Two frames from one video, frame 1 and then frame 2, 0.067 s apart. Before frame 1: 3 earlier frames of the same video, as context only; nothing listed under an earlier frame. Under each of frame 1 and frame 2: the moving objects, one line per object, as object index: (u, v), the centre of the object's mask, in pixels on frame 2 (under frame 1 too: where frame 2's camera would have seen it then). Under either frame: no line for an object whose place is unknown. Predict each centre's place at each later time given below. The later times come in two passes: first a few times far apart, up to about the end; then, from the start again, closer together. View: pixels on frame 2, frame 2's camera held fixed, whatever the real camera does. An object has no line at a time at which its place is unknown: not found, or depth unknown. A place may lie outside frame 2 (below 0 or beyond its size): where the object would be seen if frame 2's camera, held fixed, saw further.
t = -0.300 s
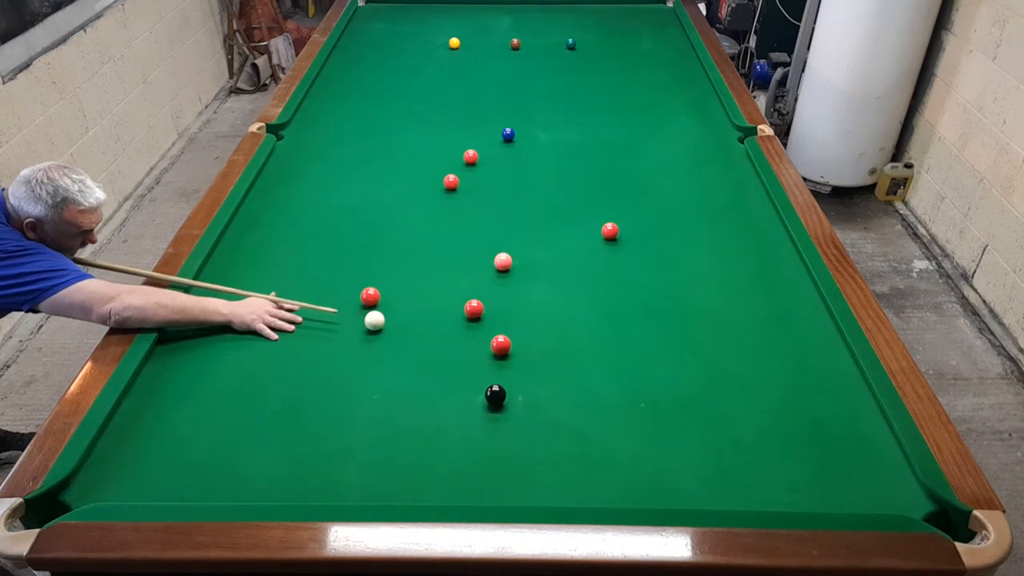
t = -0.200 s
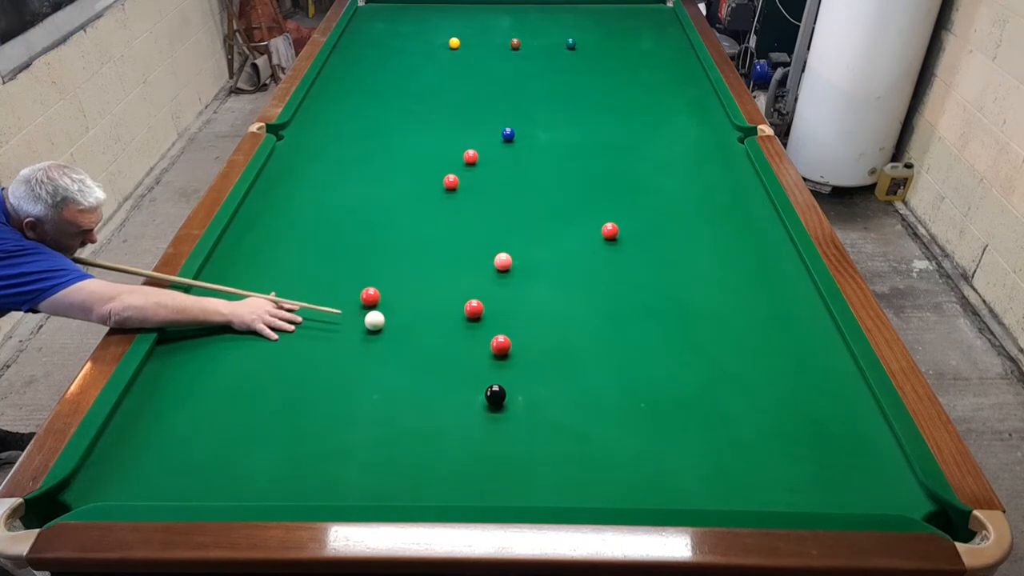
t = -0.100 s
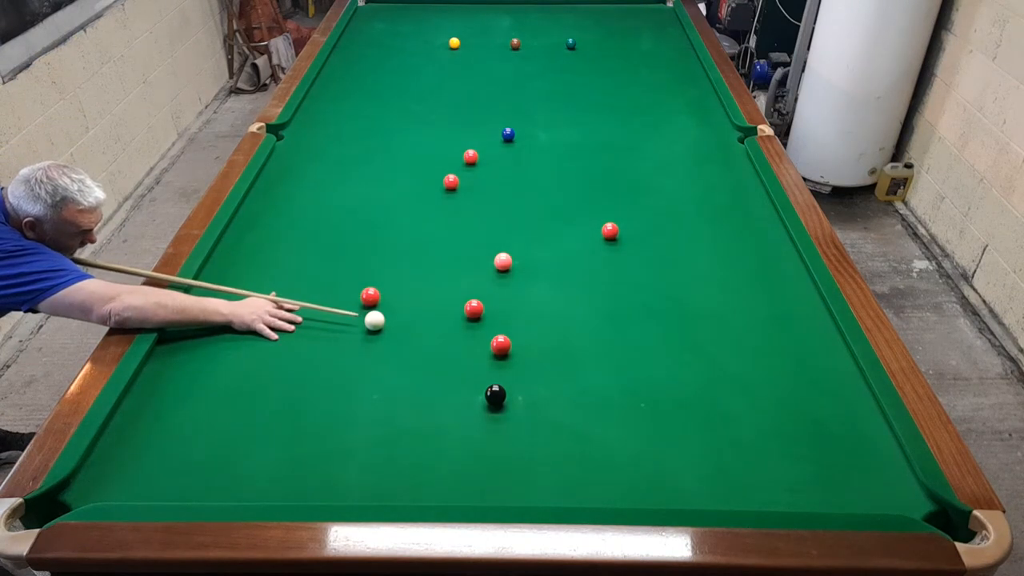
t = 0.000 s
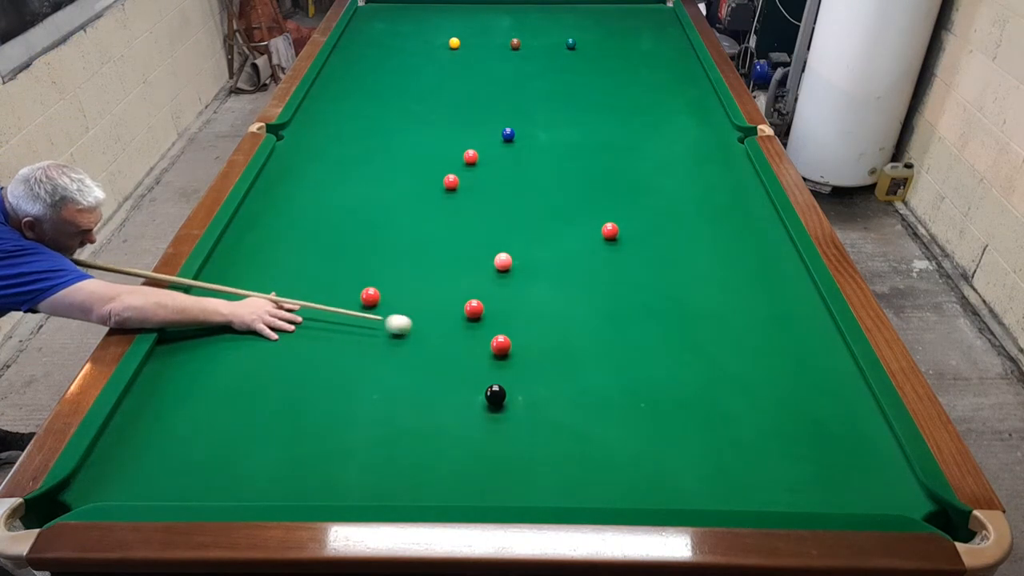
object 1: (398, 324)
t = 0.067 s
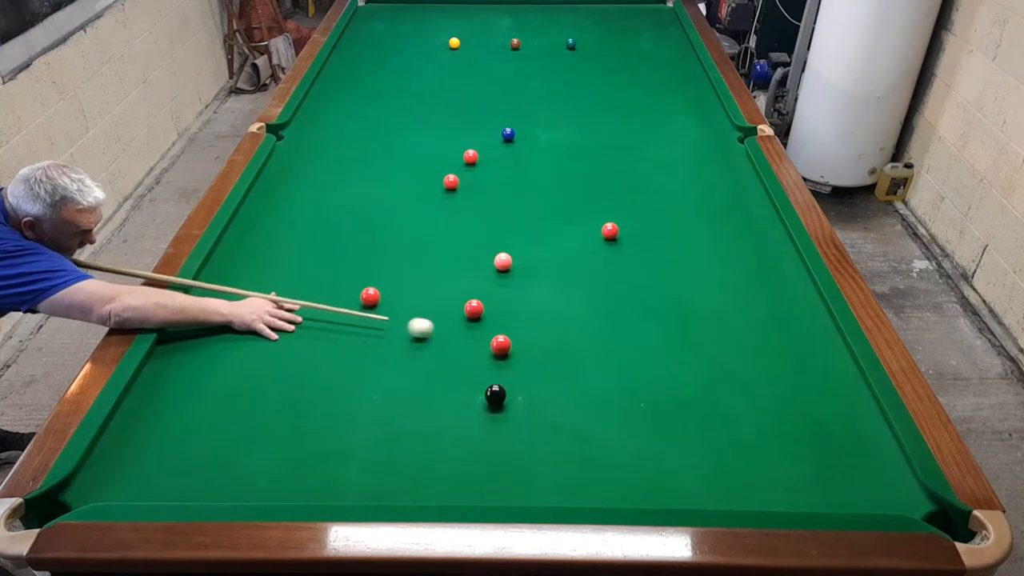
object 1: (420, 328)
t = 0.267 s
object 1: (484, 337)
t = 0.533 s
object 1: (511, 329)
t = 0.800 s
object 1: (538, 322)
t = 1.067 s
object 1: (561, 316)
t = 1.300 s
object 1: (579, 311)
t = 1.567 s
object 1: (597, 307)
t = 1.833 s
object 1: (612, 303)
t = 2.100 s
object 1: (626, 301)
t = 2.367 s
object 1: (636, 300)
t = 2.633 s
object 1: (644, 300)
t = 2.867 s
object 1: (648, 301)
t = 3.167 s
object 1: (651, 302)
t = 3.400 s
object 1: (651, 302)
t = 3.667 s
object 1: (651, 302)
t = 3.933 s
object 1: (651, 302)
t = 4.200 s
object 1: (650, 302)
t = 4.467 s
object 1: (651, 302)
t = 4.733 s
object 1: (651, 302)
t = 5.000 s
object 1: (651, 302)
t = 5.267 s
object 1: (651, 302)
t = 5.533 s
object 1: (651, 302)
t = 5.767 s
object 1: (651, 302)
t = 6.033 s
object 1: (651, 302)
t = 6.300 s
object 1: (651, 302)
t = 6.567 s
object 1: (651, 302)
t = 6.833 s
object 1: (651, 302)
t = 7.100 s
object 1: (651, 302)
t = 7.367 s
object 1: (651, 302)
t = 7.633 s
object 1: (651, 302)
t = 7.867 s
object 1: (651, 302)
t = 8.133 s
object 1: (651, 302)
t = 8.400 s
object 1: (651, 302)
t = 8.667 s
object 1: (651, 302)
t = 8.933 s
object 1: (651, 302)
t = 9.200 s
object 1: (651, 302)
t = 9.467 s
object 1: (651, 302)
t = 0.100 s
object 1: (432, 330)
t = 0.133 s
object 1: (443, 331)
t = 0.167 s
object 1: (454, 333)
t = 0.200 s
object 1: (465, 335)
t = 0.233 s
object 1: (476, 337)
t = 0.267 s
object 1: (484, 337)
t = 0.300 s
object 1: (487, 336)
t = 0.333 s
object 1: (490, 335)
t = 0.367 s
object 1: (493, 333)
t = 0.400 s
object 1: (497, 333)
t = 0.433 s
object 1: (501, 332)
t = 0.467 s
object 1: (504, 331)
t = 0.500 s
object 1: (508, 330)
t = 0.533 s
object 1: (511, 329)
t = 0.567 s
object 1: (515, 328)
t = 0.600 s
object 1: (518, 327)
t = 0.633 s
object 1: (521, 326)
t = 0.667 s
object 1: (525, 325)
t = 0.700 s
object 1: (528, 324)
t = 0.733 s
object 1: (531, 324)
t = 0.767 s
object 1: (534, 323)
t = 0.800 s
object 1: (538, 322)
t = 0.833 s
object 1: (541, 321)
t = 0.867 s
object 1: (544, 320)
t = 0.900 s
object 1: (546, 320)
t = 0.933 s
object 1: (549, 319)
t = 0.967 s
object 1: (552, 318)
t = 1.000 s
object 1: (555, 317)
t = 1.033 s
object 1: (558, 316)
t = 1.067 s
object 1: (561, 316)
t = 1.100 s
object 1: (564, 315)
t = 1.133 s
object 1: (566, 314)
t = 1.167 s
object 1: (569, 314)
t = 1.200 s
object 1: (571, 313)
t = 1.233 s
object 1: (574, 312)
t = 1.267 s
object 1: (576, 312)
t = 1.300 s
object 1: (579, 311)
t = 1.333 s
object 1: (581, 310)
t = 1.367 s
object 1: (583, 310)
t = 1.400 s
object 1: (586, 309)
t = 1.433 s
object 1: (588, 309)
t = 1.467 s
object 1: (590, 308)
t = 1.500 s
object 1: (593, 308)
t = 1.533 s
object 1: (595, 307)
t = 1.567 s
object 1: (597, 307)
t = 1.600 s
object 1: (599, 306)
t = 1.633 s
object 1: (601, 306)
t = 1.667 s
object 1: (603, 305)
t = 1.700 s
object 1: (605, 305)
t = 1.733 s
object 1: (607, 304)
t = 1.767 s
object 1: (609, 304)
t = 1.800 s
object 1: (611, 304)
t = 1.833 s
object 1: (612, 303)
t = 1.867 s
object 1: (614, 303)
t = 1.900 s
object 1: (616, 303)
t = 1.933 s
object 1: (618, 303)
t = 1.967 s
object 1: (619, 302)
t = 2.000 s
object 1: (621, 302)
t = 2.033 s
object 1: (622, 302)
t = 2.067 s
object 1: (624, 302)
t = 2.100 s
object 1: (626, 301)
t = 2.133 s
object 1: (627, 301)
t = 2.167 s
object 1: (628, 301)
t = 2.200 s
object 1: (630, 301)
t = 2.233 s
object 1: (631, 301)
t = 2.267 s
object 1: (632, 301)
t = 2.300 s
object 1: (633, 301)
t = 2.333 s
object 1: (635, 300)
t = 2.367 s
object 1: (636, 300)
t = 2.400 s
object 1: (637, 300)
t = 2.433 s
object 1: (638, 300)
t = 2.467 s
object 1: (639, 300)
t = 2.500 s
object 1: (640, 300)
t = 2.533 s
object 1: (641, 300)
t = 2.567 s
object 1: (642, 300)
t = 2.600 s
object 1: (643, 300)
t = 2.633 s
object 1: (644, 300)
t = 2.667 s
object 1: (645, 300)
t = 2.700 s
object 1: (645, 301)
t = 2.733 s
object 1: (646, 301)
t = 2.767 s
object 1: (647, 301)
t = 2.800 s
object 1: (647, 301)
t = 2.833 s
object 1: (648, 301)
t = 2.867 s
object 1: (648, 301)
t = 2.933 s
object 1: (649, 301)
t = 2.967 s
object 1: (650, 301)
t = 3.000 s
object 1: (650, 301)
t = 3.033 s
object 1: (650, 301)
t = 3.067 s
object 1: (650, 302)
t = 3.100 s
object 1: (650, 302)
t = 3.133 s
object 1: (651, 302)
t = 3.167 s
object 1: (651, 302)
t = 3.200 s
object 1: (651, 302)
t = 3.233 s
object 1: (651, 302)
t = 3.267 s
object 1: (651, 302)
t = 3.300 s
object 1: (651, 302)
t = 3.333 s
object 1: (651, 302)
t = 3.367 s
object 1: (651, 302)
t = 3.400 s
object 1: (651, 302)
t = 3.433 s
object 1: (651, 302)
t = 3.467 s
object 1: (651, 302)
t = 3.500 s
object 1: (650, 302)
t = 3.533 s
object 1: (650, 302)
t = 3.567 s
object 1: (651, 302)
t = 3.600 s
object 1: (651, 302)
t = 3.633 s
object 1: (651, 302)
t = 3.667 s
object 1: (651, 302)
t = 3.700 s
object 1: (651, 302)
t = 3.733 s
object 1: (651, 302)
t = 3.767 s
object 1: (651, 302)
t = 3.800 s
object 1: (651, 302)
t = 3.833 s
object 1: (651, 302)
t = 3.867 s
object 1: (651, 302)
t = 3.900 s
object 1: (651, 302)
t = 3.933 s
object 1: (651, 302)
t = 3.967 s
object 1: (651, 302)
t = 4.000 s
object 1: (651, 302)
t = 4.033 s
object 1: (651, 302)
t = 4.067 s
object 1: (651, 302)
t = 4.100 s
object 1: (651, 302)
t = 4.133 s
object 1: (651, 302)
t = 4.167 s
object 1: (651, 302)
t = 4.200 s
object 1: (650, 302)
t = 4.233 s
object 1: (651, 302)
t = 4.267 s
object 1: (651, 302)
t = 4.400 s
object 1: (650, 302)
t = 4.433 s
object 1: (651, 302)
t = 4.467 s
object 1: (651, 302)
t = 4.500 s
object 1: (651, 302)
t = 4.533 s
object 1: (651, 302)
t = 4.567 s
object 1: (651, 302)
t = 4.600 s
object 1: (651, 302)
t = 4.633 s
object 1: (651, 302)
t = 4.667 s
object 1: (651, 302)
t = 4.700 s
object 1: (651, 302)
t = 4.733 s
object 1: (651, 302)
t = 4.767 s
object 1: (650, 302)
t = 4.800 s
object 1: (651, 302)
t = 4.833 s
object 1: (651, 302)
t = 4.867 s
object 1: (651, 302)
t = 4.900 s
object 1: (651, 302)
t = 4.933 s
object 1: (651, 302)
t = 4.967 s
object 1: (651, 302)
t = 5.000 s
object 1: (651, 302)
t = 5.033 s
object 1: (651, 302)
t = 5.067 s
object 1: (651, 302)
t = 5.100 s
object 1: (651, 302)
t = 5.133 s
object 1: (651, 302)
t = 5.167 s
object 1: (651, 302)
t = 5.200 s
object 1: (651, 302)
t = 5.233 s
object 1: (651, 302)
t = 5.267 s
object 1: (651, 302)
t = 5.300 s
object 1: (651, 302)
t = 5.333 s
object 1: (651, 302)
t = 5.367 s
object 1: (651, 302)
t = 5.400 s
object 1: (651, 302)
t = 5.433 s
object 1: (651, 302)
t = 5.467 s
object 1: (651, 302)
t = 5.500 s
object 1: (651, 302)
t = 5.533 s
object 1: (651, 302)
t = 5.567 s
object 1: (651, 302)
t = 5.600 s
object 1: (651, 302)
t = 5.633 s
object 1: (651, 302)
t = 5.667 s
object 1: (651, 302)
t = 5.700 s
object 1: (651, 302)
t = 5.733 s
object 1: (651, 302)
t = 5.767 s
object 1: (651, 302)
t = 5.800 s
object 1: (651, 302)
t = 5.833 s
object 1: (651, 302)
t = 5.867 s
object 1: (651, 302)
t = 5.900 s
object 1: (651, 302)
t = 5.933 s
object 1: (651, 302)
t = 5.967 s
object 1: (651, 302)
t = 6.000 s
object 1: (651, 302)
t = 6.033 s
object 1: (651, 302)
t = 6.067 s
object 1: (651, 302)
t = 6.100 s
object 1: (651, 302)
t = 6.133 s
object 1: (651, 302)
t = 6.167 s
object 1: (651, 302)
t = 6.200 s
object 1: (651, 302)
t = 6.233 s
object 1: (651, 302)
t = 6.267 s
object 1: (651, 302)
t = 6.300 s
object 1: (651, 302)
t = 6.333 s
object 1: (651, 302)
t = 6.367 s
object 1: (651, 302)
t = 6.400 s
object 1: (651, 302)
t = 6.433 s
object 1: (651, 302)
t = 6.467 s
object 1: (651, 302)
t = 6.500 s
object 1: (651, 302)
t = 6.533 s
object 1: (651, 302)
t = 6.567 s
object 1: (651, 302)
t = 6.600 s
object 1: (651, 302)
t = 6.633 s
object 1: (651, 302)
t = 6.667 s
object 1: (651, 302)
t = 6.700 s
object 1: (651, 302)
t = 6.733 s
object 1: (651, 302)
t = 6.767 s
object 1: (651, 302)
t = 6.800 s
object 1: (651, 302)
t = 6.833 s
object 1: (651, 302)
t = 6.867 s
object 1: (651, 302)
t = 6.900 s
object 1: (651, 302)
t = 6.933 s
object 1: (651, 302)
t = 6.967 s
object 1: (651, 302)
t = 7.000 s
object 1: (651, 302)
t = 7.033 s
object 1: (651, 302)
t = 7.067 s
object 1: (651, 302)
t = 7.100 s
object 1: (651, 302)
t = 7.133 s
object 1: (651, 302)
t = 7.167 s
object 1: (651, 302)
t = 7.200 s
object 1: (651, 302)
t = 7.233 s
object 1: (651, 302)
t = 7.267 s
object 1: (651, 302)
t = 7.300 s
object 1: (651, 302)
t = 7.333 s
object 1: (651, 302)
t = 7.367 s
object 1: (651, 302)
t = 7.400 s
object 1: (651, 302)
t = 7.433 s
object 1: (651, 302)
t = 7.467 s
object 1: (651, 302)
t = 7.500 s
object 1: (650, 302)
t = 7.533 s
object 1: (650, 302)
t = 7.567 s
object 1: (651, 302)
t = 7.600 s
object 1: (651, 302)
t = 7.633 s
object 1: (651, 302)
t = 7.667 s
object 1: (651, 302)
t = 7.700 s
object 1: (651, 302)
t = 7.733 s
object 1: (651, 302)
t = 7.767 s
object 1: (651, 302)
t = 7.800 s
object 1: (651, 302)
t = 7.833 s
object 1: (651, 302)
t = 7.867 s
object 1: (651, 302)
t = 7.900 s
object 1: (651, 302)
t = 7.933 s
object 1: (651, 302)
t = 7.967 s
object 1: (651, 302)
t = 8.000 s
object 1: (651, 302)
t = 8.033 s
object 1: (651, 302)
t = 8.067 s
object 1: (651, 302)
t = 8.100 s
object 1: (651, 302)
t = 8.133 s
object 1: (651, 302)
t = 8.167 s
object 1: (651, 302)
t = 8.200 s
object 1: (651, 302)
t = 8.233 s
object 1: (651, 302)
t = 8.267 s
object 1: (651, 302)
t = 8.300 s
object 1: (651, 302)
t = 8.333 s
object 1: (651, 302)
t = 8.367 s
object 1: (651, 302)
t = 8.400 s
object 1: (651, 302)
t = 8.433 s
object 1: (651, 302)
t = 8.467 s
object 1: (651, 302)
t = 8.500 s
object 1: (651, 302)
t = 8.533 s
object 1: (651, 302)
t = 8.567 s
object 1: (651, 302)
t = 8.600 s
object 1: (651, 302)
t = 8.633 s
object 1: (651, 302)
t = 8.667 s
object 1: (651, 302)
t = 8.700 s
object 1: (651, 302)
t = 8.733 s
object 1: (651, 302)
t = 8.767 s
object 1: (651, 302)
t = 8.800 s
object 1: (651, 302)
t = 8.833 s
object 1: (651, 302)
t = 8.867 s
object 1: (651, 302)
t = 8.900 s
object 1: (651, 302)
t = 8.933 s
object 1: (651, 302)
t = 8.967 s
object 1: (651, 302)
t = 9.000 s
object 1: (651, 302)
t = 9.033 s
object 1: (651, 302)
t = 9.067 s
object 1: (651, 302)
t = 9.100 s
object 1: (651, 302)
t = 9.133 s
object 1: (651, 302)
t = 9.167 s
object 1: (651, 302)
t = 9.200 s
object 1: (651, 302)
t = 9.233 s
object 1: (651, 302)
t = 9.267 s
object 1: (651, 302)
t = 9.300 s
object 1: (651, 302)
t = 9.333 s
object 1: (651, 302)
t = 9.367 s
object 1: (651, 302)
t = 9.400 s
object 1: (651, 302)
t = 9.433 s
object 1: (651, 302)
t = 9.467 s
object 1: (651, 302)
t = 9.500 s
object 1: (651, 302)
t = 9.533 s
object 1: (651, 302)
